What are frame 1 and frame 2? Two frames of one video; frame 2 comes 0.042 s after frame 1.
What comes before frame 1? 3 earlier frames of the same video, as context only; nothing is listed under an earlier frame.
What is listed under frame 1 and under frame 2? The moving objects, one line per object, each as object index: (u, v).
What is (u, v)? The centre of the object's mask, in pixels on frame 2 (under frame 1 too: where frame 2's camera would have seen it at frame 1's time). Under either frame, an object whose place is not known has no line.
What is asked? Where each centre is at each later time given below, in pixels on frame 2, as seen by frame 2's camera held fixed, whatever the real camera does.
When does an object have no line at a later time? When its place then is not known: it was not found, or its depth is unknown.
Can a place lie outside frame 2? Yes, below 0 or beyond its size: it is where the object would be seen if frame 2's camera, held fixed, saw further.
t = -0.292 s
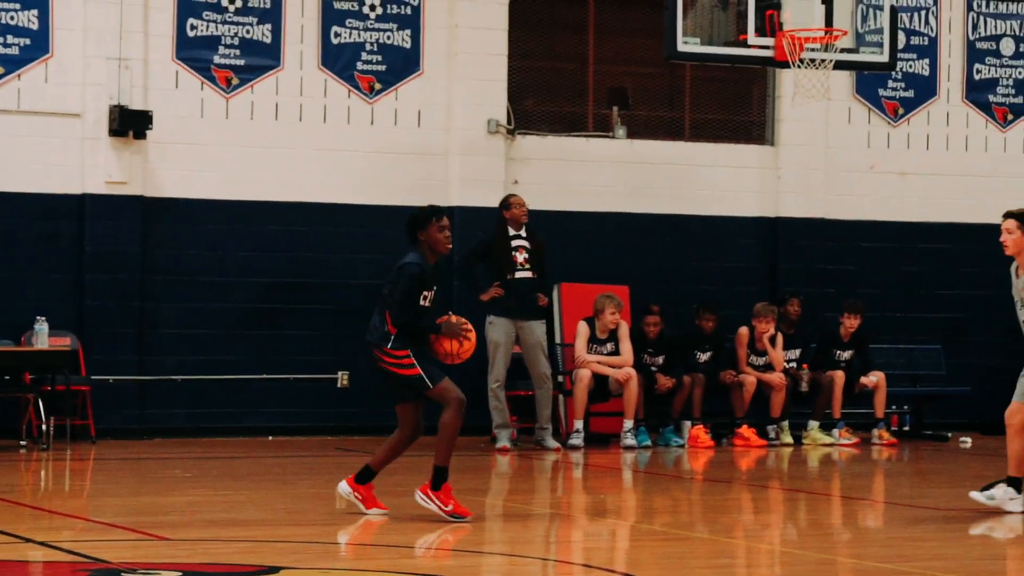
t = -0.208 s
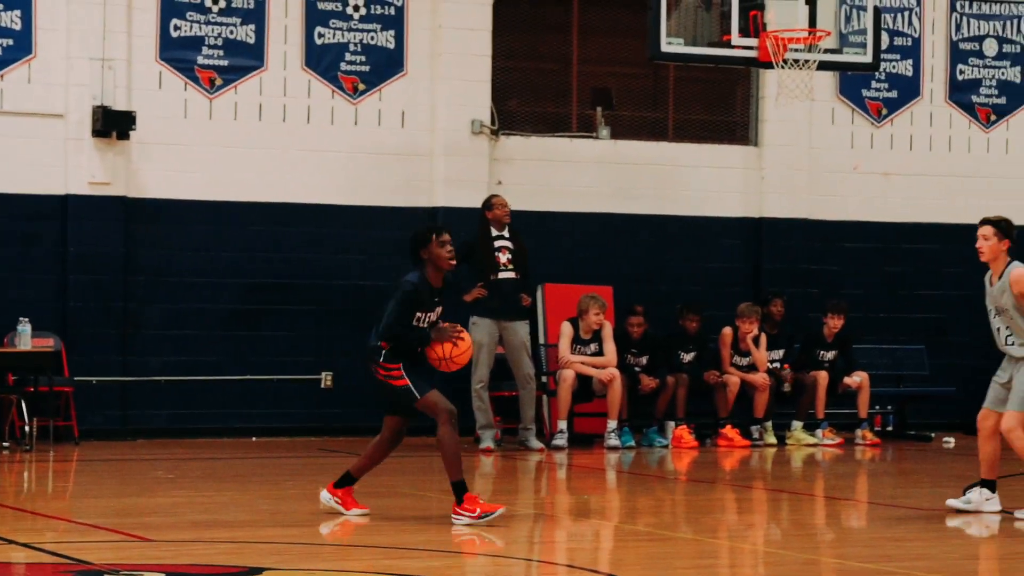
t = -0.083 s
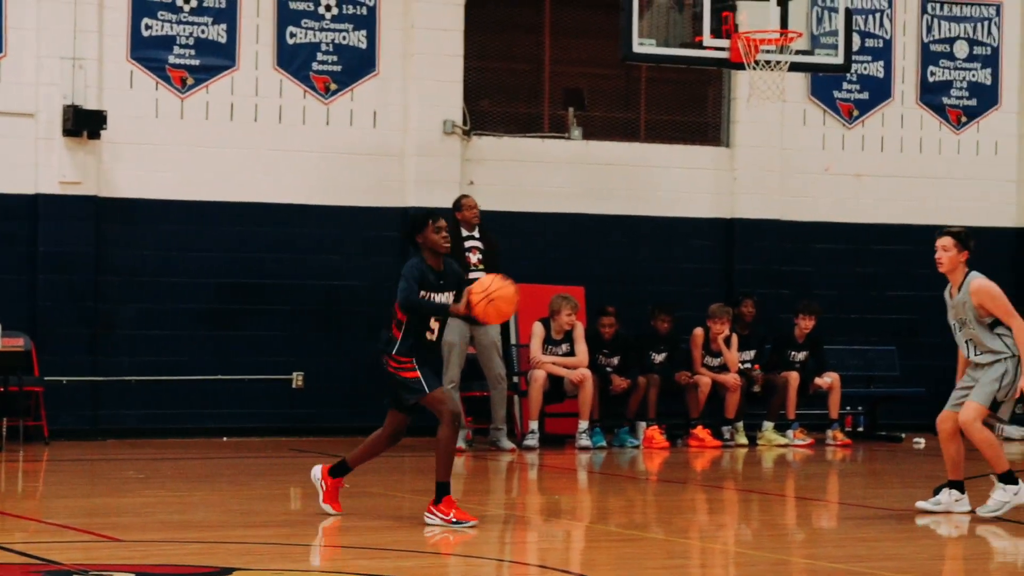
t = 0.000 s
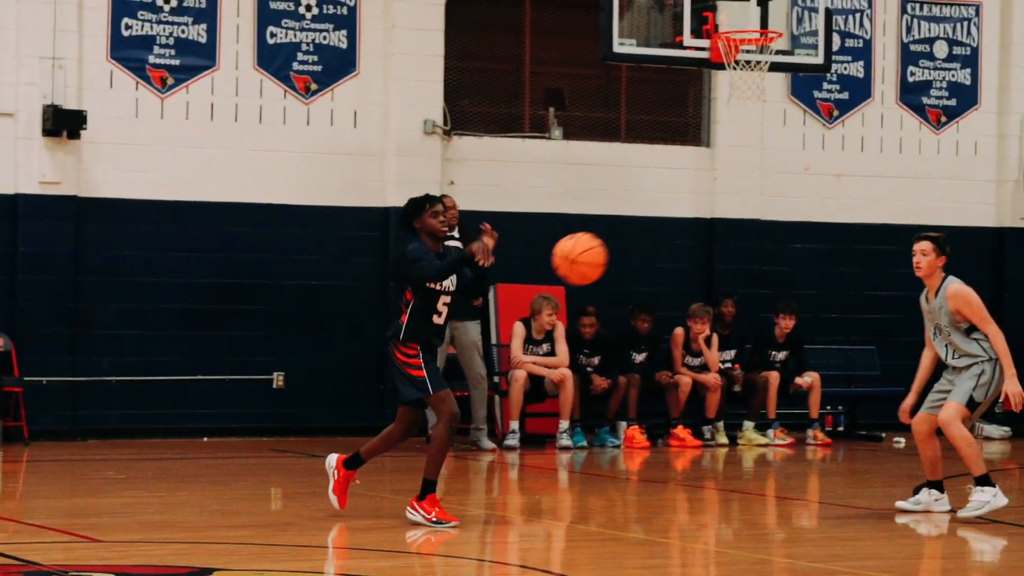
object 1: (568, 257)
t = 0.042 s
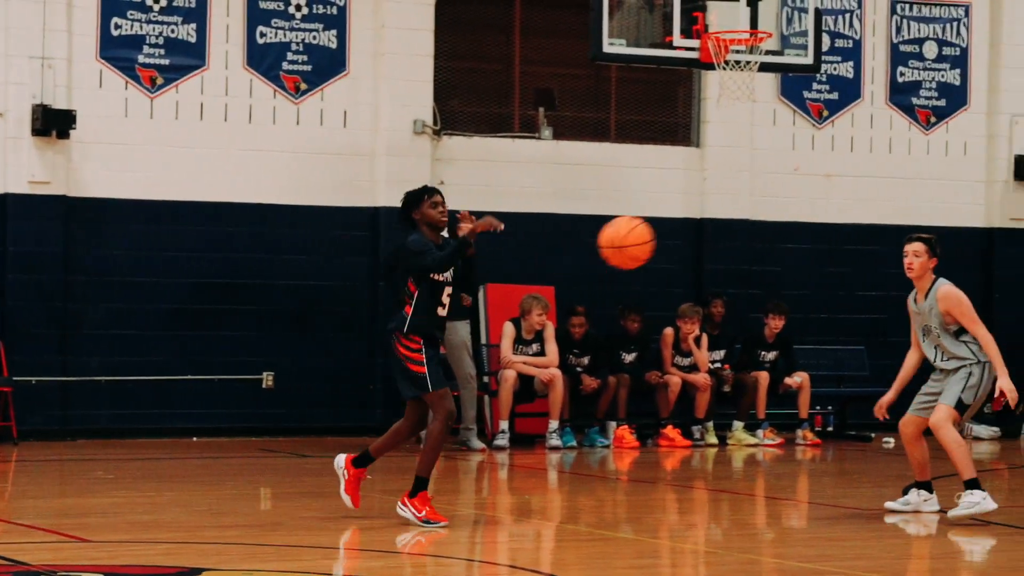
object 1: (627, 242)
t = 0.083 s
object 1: (687, 230)
